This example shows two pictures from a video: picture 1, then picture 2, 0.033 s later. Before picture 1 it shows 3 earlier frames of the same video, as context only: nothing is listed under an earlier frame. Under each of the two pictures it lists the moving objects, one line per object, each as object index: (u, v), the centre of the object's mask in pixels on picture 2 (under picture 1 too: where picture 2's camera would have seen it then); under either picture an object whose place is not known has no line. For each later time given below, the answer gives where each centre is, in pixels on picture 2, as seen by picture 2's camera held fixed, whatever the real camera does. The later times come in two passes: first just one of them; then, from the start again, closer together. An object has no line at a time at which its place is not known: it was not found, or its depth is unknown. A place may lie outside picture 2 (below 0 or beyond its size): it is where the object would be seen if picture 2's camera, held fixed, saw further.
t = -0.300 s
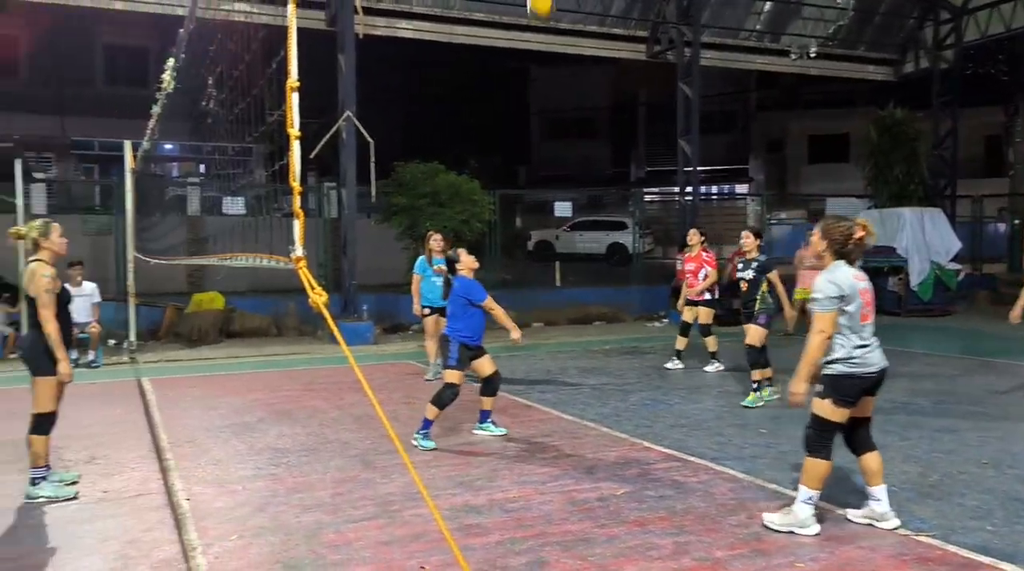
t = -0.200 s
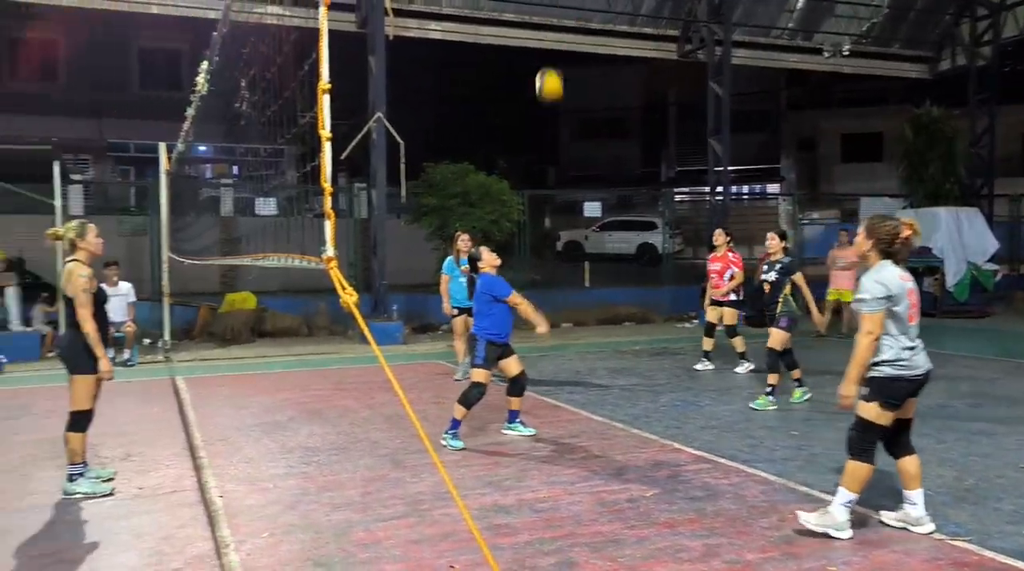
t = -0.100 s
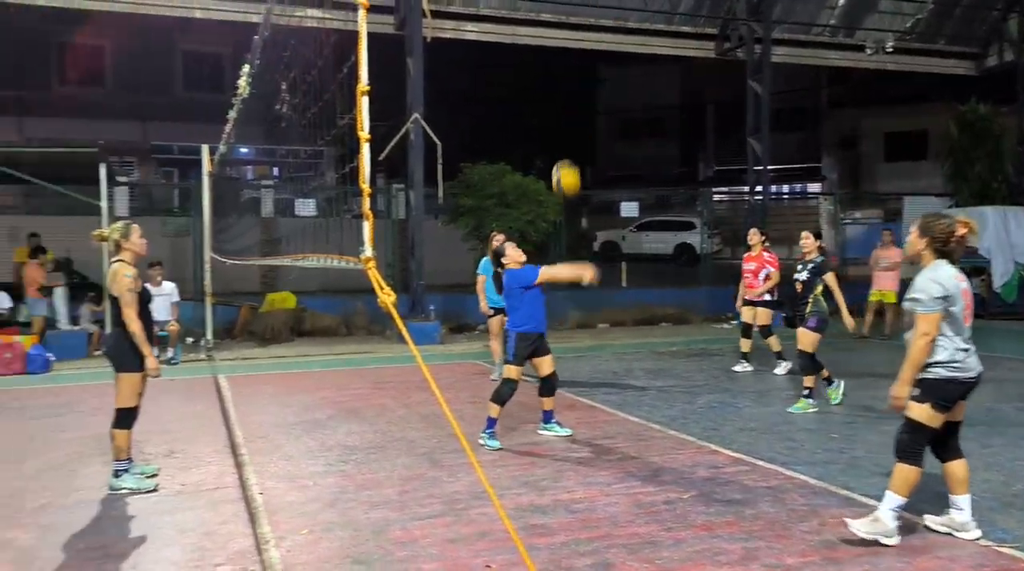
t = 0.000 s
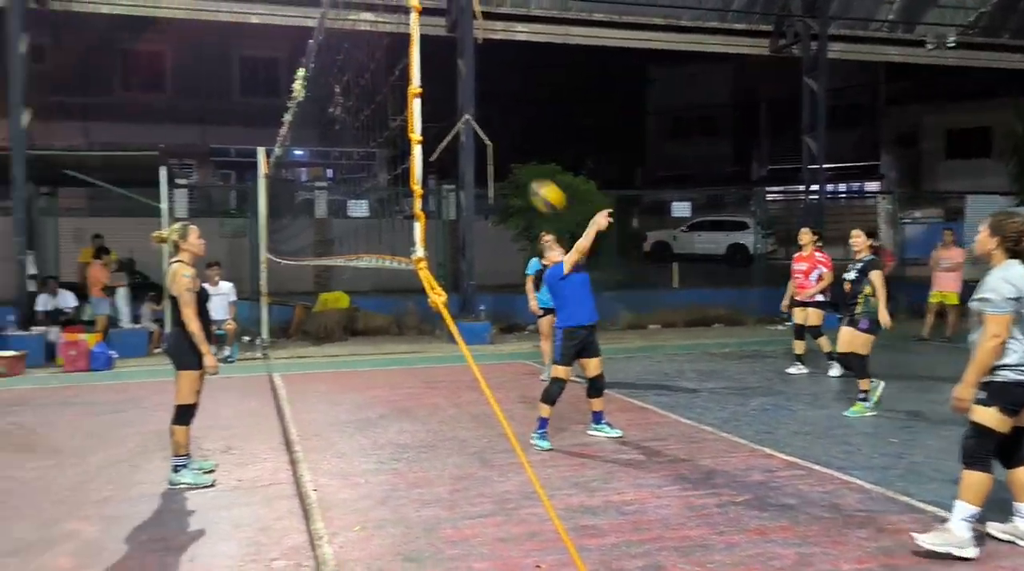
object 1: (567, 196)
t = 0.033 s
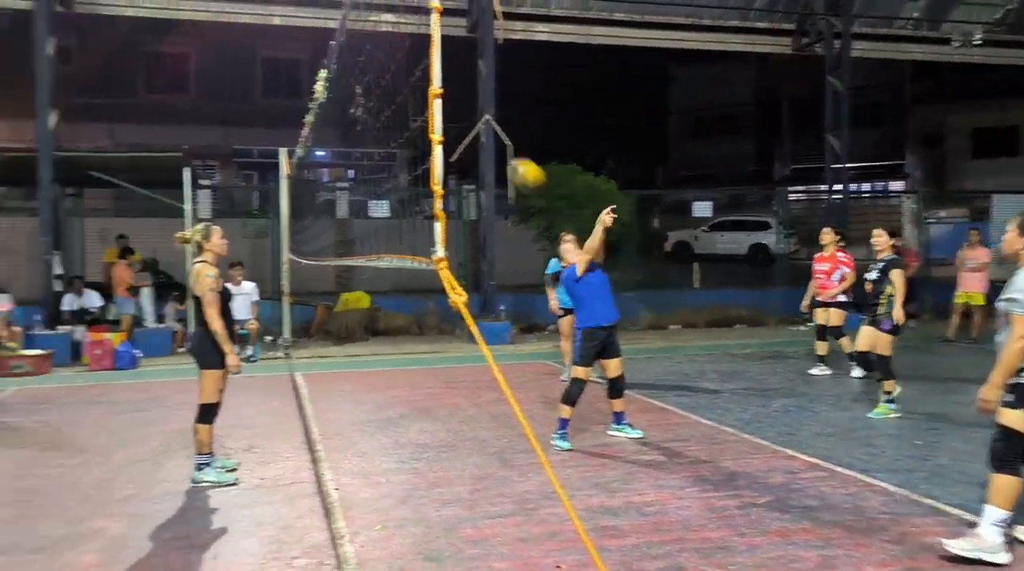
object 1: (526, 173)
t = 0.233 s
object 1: (250, 61)
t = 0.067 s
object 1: (482, 152)
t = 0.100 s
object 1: (447, 135)
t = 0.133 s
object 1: (389, 113)
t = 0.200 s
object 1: (293, 76)
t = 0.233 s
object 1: (250, 61)
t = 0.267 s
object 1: (202, 46)
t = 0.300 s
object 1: (154, 34)
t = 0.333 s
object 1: (103, 23)
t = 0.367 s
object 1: (50, 10)
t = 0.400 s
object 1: (-5, 4)
